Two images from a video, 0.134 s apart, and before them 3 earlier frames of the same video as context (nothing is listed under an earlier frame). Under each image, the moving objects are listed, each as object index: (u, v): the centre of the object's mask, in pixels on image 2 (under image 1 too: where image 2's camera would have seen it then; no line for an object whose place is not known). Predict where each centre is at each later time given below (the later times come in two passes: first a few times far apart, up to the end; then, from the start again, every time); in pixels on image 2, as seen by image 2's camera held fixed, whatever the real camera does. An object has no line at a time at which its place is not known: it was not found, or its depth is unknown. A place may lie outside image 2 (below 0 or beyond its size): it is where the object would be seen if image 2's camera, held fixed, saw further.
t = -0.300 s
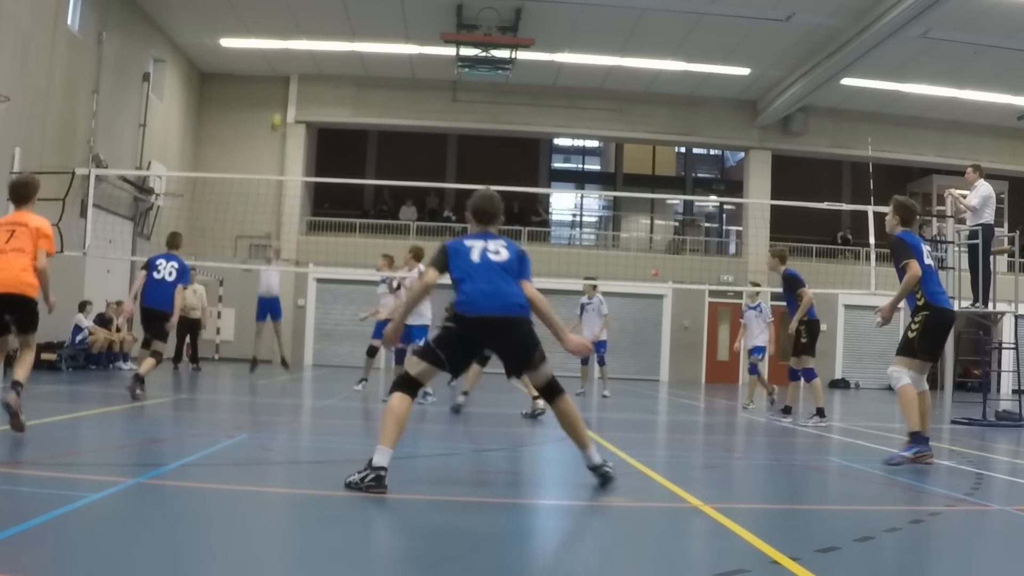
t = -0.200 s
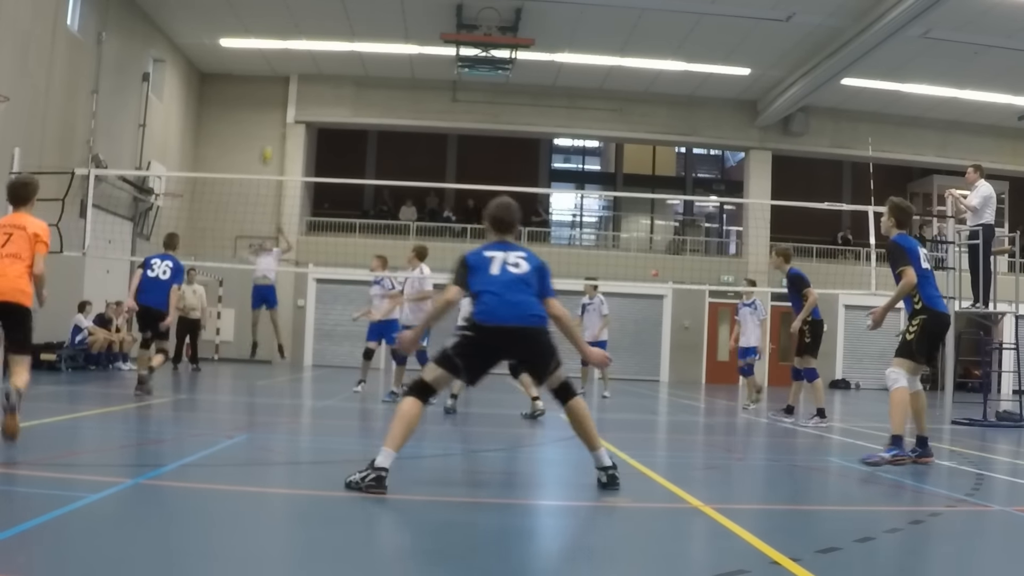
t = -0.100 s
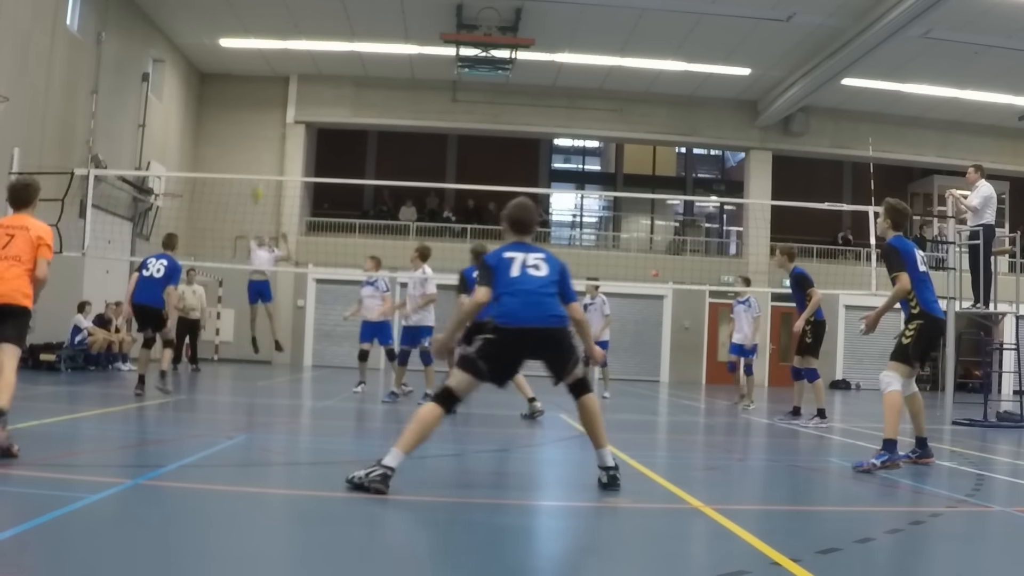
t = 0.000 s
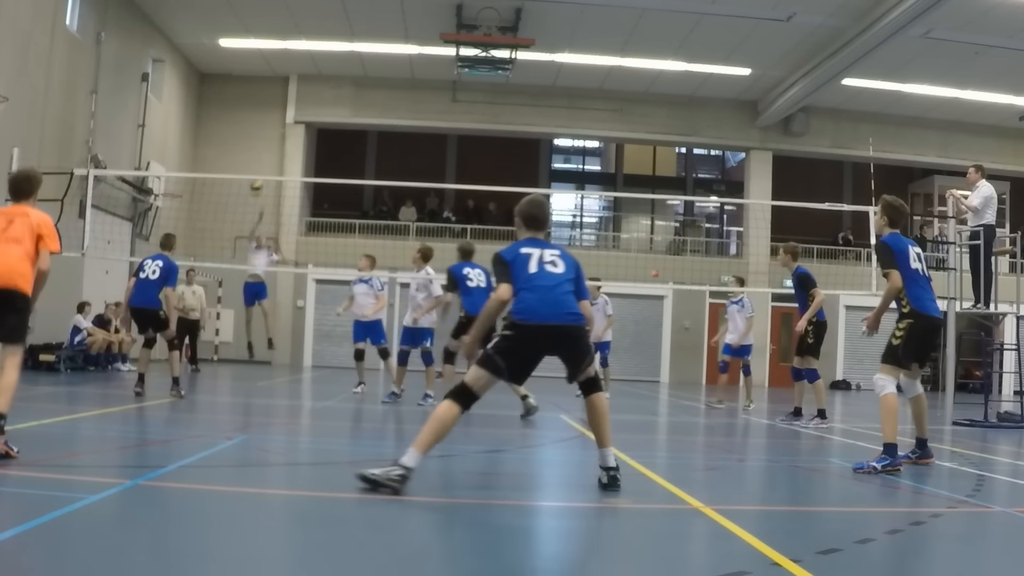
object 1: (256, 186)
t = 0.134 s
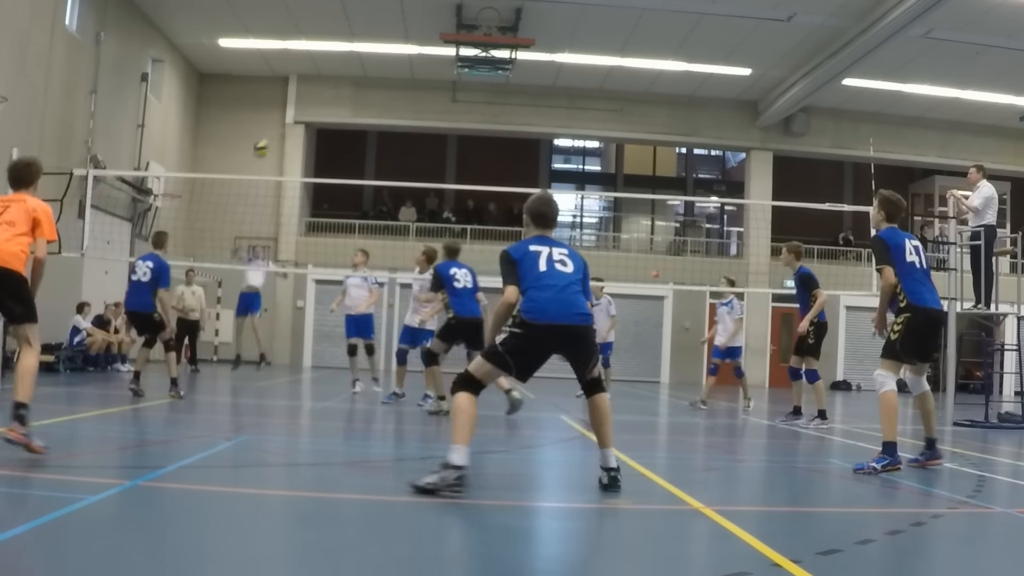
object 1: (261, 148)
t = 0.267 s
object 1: (265, 116)
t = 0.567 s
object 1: (265, 98)
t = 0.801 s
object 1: (247, 192)
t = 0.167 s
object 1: (262, 138)
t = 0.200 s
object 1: (263, 130)
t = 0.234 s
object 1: (264, 123)
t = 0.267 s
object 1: (265, 116)
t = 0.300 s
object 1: (265, 109)
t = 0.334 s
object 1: (266, 105)
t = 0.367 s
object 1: (266, 100)
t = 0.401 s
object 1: (267, 95)
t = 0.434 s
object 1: (267, 94)
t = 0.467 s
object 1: (266, 94)
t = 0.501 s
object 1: (266, 94)
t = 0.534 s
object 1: (266, 95)
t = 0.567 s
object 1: (265, 98)
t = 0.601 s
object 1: (263, 104)
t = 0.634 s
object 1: (262, 110)
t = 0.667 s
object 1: (261, 118)
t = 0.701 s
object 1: (257, 131)
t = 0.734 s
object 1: (254, 148)
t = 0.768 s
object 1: (251, 170)
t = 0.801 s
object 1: (247, 192)
